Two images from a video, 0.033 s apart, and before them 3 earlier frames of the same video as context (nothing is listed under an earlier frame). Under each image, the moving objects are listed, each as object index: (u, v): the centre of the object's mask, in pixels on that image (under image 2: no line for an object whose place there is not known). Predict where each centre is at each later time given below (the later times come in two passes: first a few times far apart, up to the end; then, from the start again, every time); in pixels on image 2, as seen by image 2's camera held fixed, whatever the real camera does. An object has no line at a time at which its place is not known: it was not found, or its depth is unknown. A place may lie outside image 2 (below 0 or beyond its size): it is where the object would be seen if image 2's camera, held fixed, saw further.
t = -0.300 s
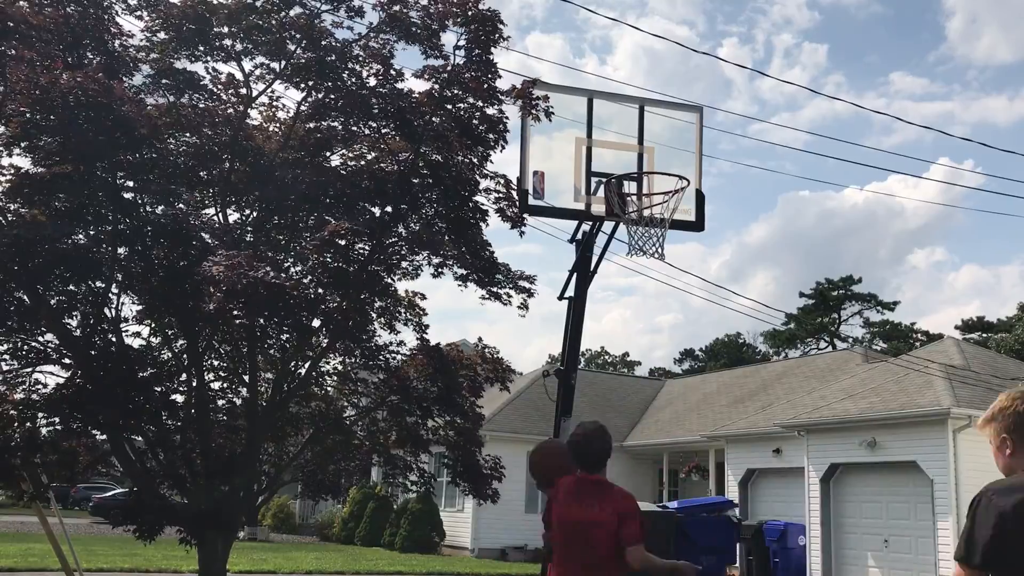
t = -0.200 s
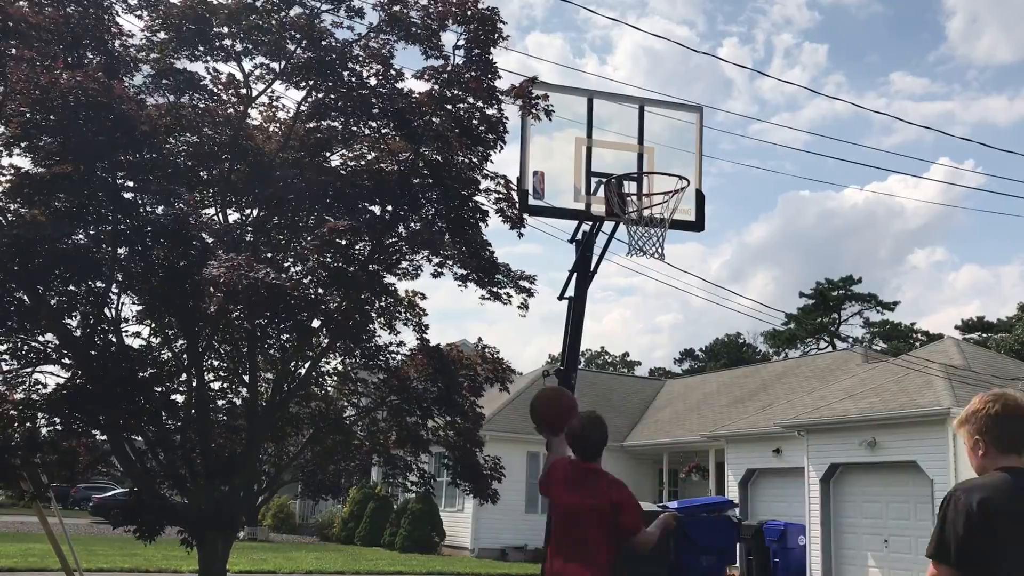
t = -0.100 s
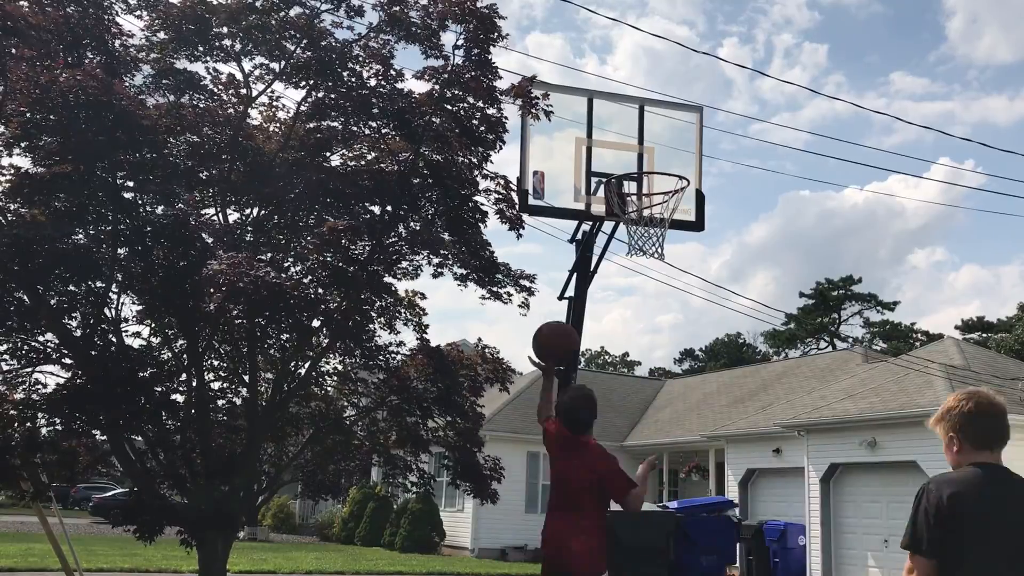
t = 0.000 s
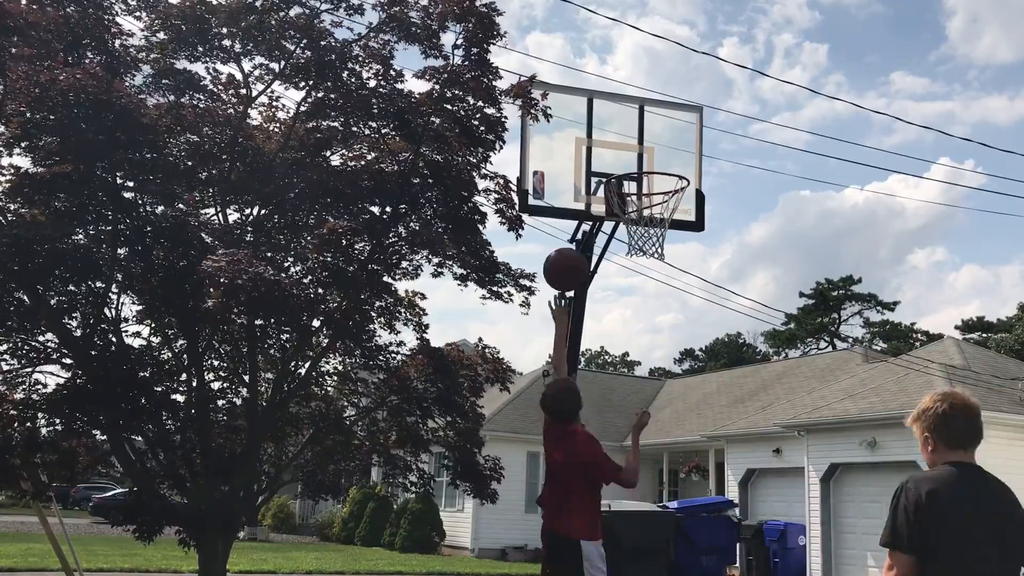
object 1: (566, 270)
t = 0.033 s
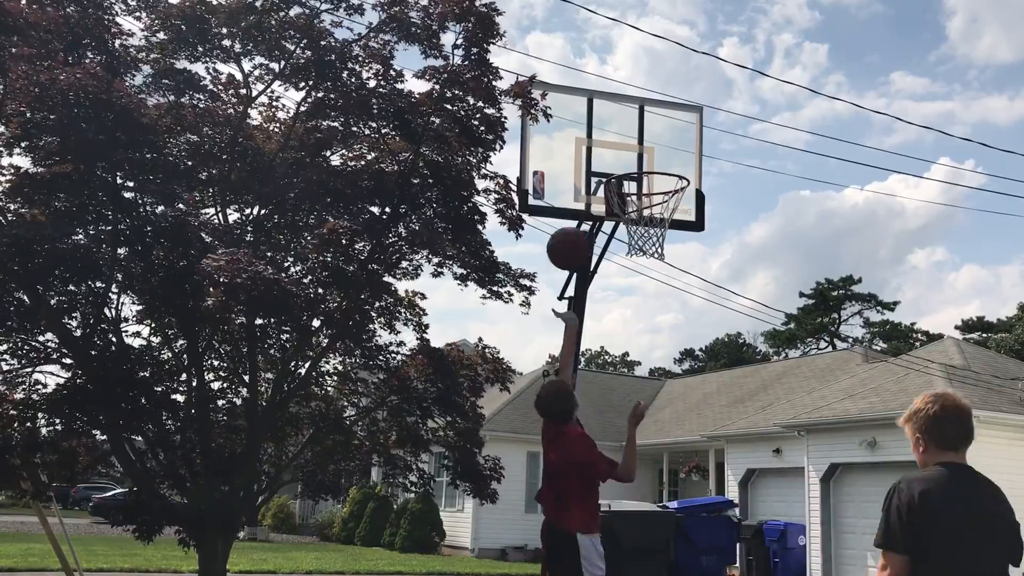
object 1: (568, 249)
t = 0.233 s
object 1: (586, 173)
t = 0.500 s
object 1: (626, 171)
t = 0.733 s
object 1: (671, 202)
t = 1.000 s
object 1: (657, 225)
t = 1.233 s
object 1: (634, 321)
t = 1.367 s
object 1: (620, 416)
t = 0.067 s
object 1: (572, 230)
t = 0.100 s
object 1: (575, 215)
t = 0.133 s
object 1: (578, 200)
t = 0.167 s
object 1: (581, 190)
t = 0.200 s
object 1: (584, 180)
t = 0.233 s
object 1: (586, 173)
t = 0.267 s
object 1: (588, 168)
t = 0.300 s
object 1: (590, 164)
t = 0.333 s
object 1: (592, 162)
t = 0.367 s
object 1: (596, 162)
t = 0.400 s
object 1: (603, 162)
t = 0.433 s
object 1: (610, 163)
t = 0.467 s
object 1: (617, 164)
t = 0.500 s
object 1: (626, 171)
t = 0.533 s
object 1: (634, 174)
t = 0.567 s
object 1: (640, 181)
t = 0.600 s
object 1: (647, 189)
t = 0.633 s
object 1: (655, 198)
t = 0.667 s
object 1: (663, 207)
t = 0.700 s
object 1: (667, 208)
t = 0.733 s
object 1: (671, 202)
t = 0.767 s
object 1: (669, 206)
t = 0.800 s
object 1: (669, 205)
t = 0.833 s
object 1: (669, 205)
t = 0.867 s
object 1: (668, 206)
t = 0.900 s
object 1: (665, 196)
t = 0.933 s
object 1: (664, 212)
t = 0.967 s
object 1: (661, 218)
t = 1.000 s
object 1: (657, 225)
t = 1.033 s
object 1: (654, 233)
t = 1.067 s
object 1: (652, 251)
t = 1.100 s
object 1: (647, 256)
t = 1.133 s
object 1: (644, 270)
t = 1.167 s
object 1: (641, 285)
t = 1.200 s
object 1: (637, 302)
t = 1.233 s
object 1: (634, 321)
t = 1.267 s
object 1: (630, 342)
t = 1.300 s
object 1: (627, 365)
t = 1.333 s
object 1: (624, 389)
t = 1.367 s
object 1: (620, 416)
